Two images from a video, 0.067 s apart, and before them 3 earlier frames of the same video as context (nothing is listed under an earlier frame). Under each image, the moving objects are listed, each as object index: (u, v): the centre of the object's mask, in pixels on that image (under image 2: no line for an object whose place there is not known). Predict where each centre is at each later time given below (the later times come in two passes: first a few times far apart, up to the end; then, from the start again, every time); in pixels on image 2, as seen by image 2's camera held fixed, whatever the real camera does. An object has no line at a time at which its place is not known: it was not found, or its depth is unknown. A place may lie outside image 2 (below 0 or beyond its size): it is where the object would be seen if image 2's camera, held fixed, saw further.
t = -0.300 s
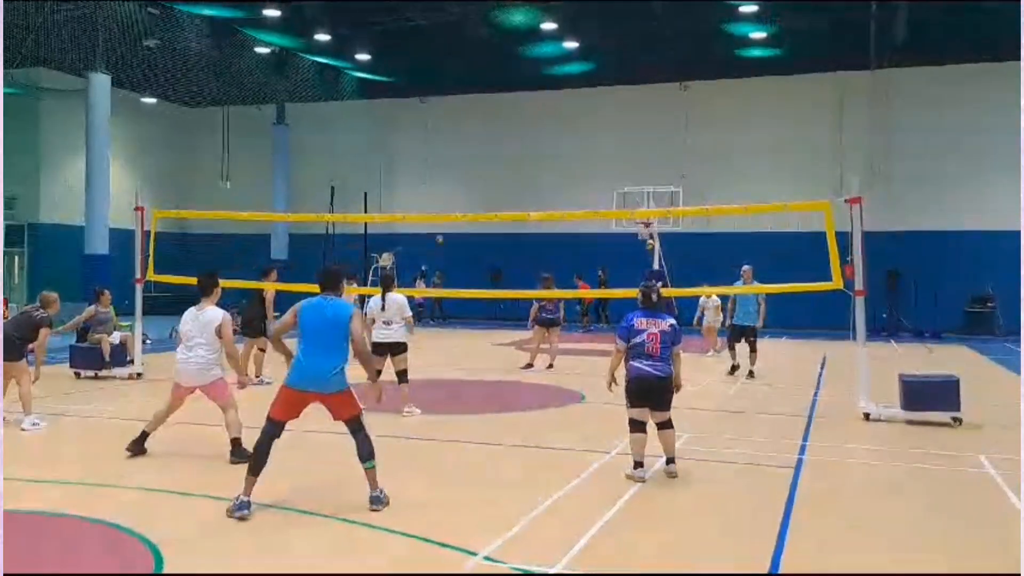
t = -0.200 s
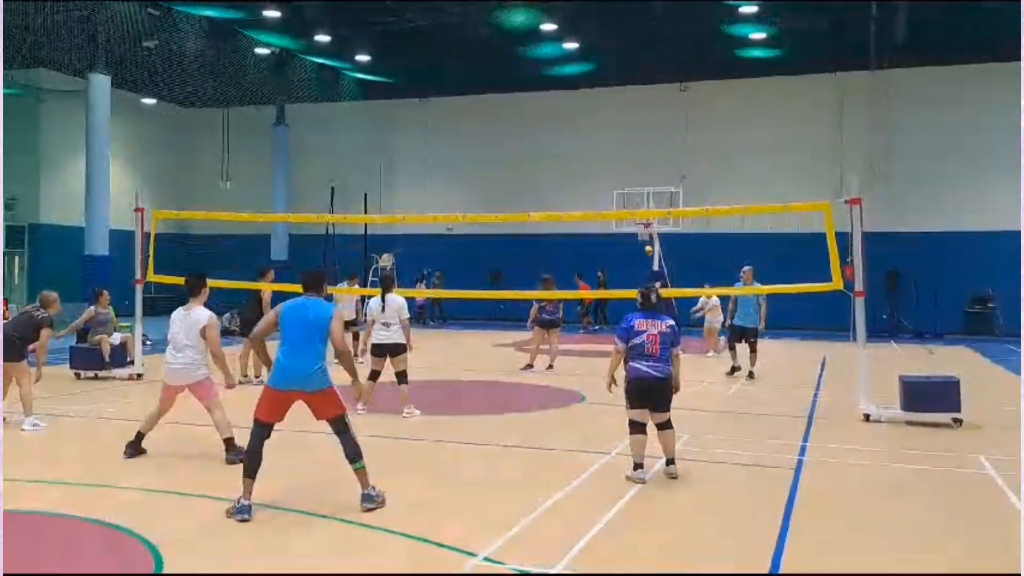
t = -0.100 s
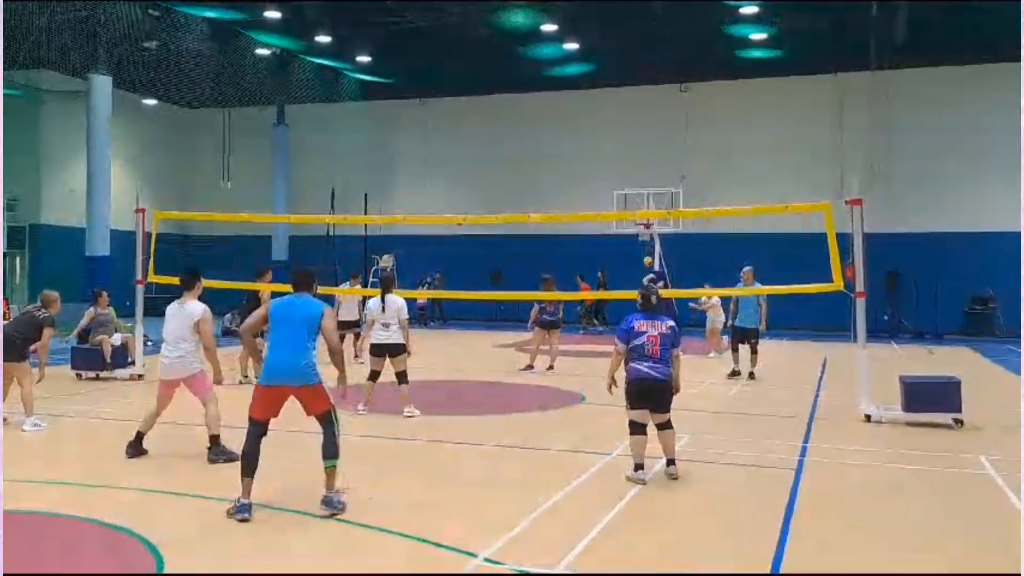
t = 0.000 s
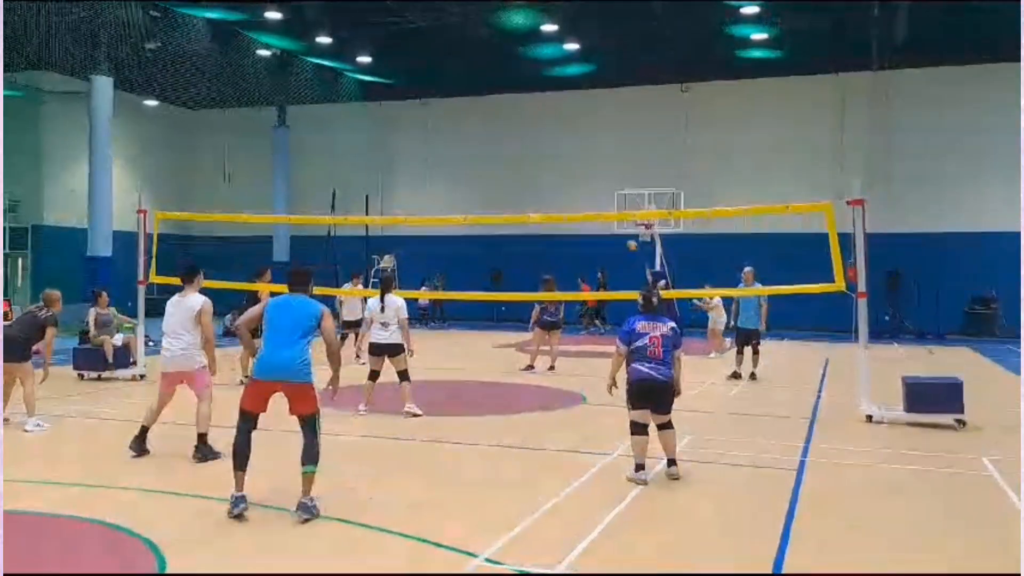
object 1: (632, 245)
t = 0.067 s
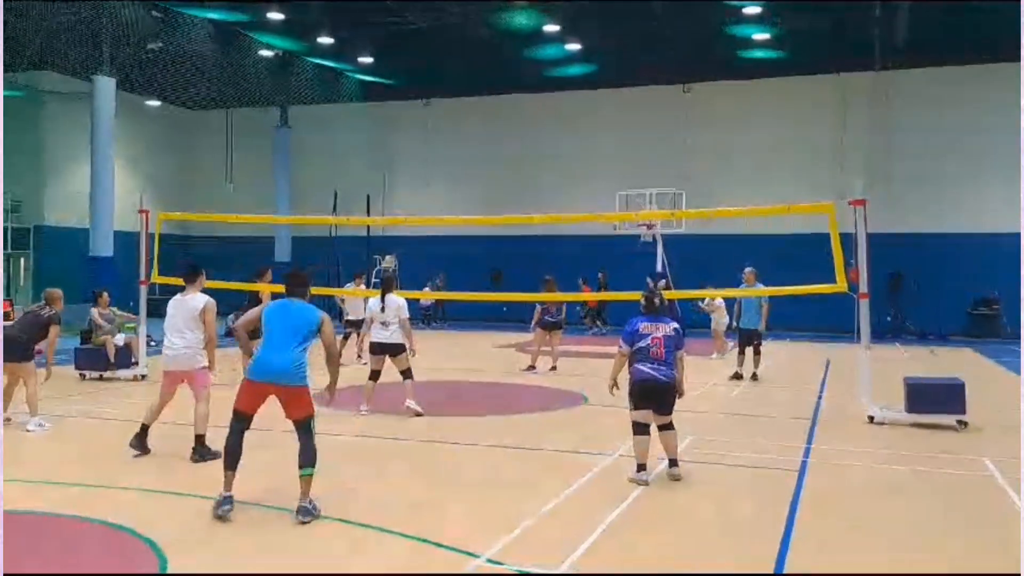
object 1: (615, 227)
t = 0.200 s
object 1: (583, 193)
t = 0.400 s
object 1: (525, 155)
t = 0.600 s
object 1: (459, 134)
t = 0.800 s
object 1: (383, 134)
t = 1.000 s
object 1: (295, 164)
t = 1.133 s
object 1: (231, 201)
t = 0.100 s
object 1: (611, 224)
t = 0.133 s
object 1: (601, 211)
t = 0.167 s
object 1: (591, 201)
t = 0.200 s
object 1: (583, 193)
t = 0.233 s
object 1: (573, 186)
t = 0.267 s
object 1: (564, 178)
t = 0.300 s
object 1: (555, 172)
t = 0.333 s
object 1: (546, 166)
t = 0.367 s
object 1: (536, 160)
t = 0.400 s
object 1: (525, 155)
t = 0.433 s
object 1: (516, 152)
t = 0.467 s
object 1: (504, 146)
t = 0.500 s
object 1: (494, 144)
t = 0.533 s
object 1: (483, 141)
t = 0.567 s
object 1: (471, 136)
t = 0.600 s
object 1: (459, 134)
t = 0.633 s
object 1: (448, 133)
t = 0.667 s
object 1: (435, 132)
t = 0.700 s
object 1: (421, 132)
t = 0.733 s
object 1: (409, 133)
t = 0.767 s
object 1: (397, 133)
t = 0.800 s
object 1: (383, 134)
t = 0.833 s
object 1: (369, 138)
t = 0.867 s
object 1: (355, 142)
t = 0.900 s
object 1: (340, 147)
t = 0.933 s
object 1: (328, 152)
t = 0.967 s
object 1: (311, 158)
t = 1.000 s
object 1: (295, 164)
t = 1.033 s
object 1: (280, 173)
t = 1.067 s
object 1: (266, 180)
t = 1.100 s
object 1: (250, 190)
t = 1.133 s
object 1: (231, 201)
